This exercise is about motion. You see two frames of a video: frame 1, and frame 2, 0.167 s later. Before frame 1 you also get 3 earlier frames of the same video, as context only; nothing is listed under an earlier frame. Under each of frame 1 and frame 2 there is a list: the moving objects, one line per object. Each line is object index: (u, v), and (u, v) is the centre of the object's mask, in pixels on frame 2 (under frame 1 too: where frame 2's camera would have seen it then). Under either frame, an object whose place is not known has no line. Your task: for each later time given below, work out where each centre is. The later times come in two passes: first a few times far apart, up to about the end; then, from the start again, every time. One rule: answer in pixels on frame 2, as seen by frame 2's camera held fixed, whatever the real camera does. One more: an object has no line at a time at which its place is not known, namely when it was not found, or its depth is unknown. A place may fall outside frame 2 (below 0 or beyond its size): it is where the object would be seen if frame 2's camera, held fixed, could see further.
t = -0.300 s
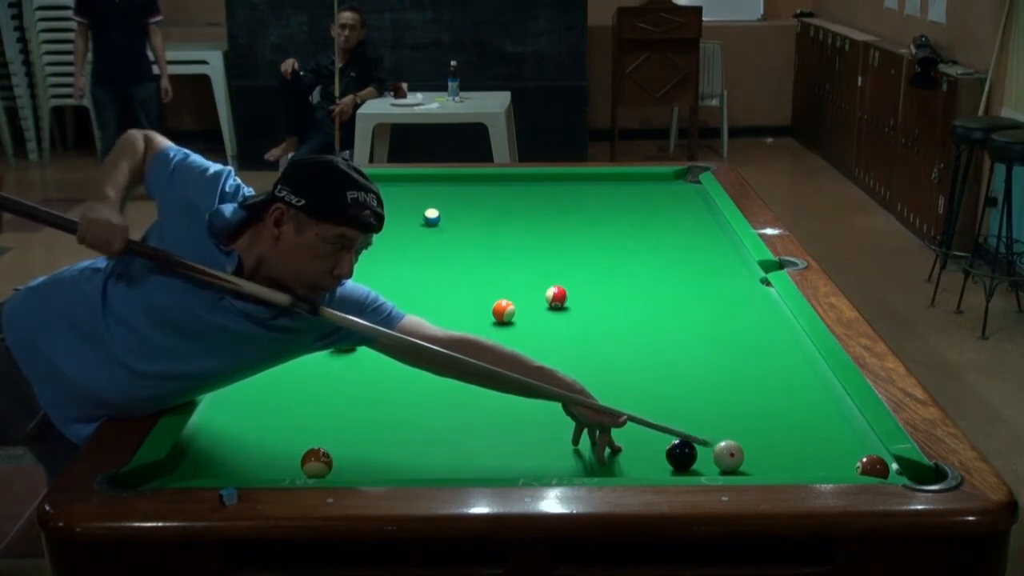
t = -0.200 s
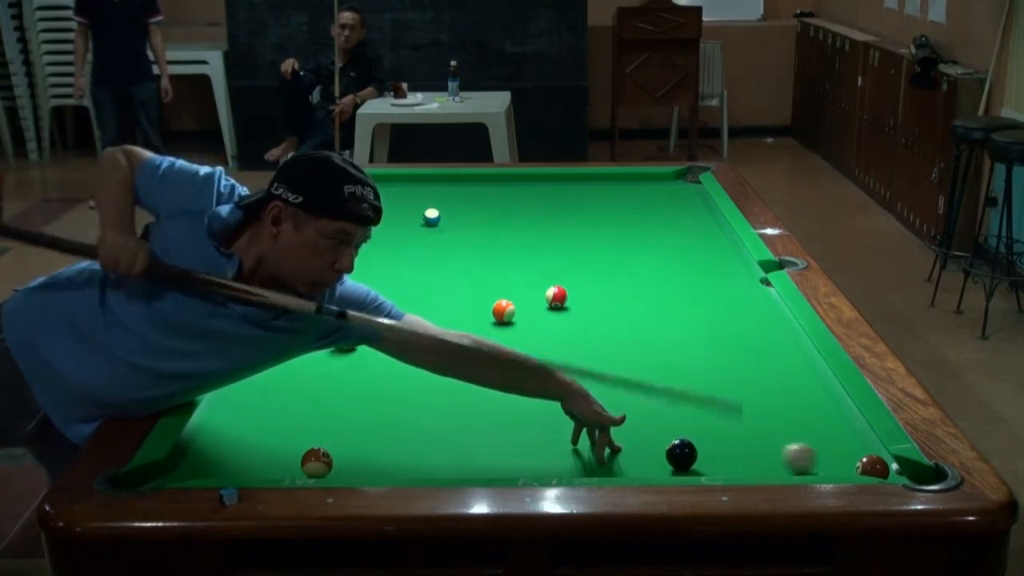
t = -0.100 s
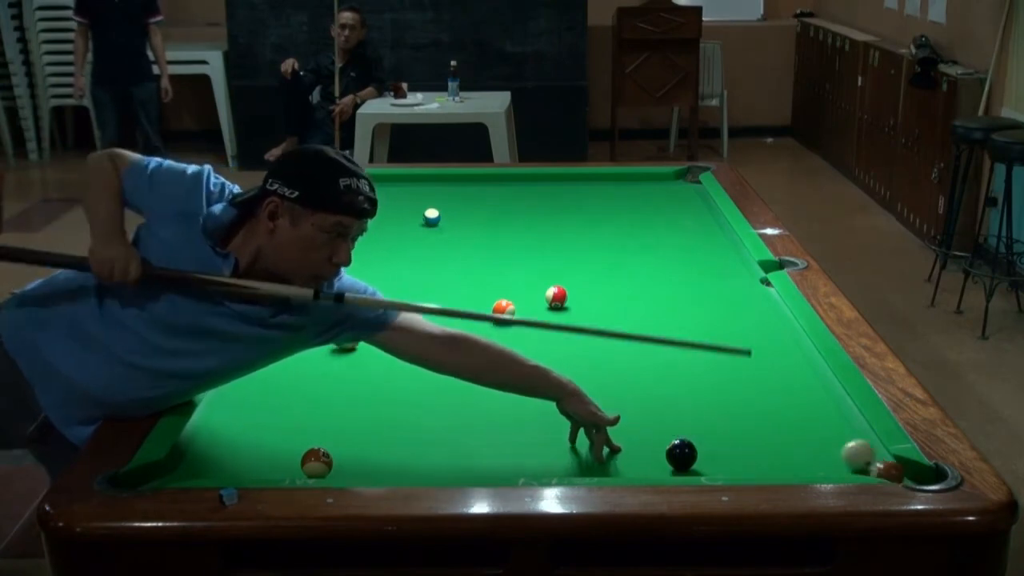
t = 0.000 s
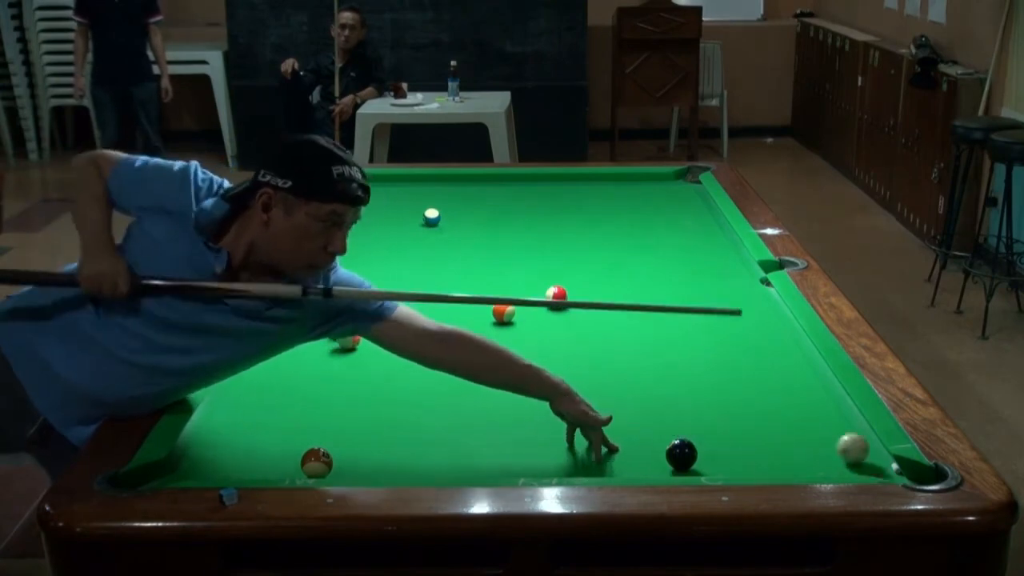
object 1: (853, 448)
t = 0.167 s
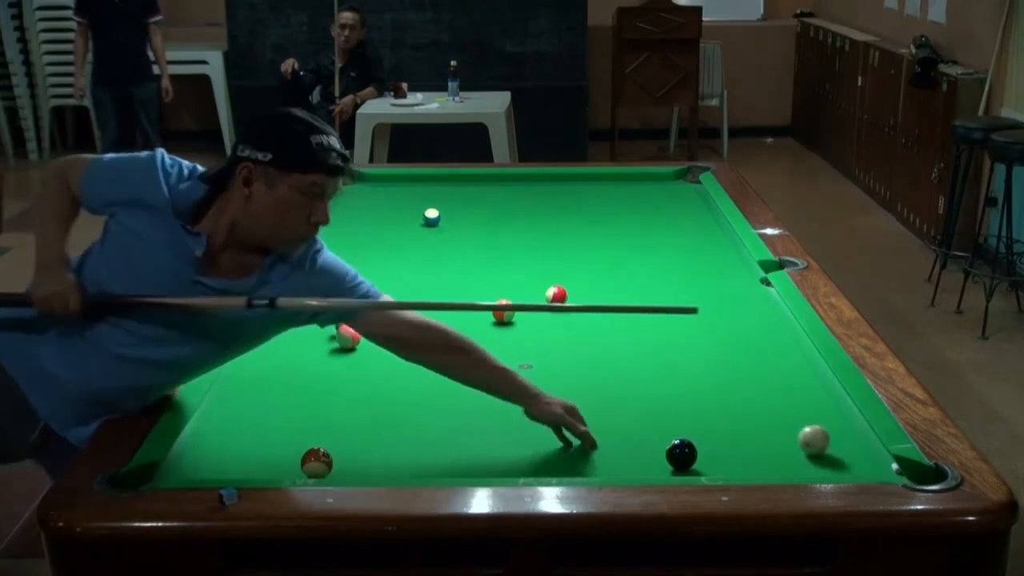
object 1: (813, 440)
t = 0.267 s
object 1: (791, 436)
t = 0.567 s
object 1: (730, 423)
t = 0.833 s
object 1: (680, 412)
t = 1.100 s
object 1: (635, 403)
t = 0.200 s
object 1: (806, 439)
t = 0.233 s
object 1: (799, 437)
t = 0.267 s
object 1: (791, 436)
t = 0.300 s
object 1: (784, 434)
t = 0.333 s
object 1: (777, 433)
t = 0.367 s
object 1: (770, 431)
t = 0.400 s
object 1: (763, 430)
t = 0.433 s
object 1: (756, 428)
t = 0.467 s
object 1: (750, 427)
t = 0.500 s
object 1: (743, 426)
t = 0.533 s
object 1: (736, 425)
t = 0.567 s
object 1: (730, 423)
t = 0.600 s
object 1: (724, 422)
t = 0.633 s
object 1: (717, 420)
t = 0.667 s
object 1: (710, 419)
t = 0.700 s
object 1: (704, 418)
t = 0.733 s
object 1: (698, 416)
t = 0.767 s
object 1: (692, 415)
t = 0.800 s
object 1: (686, 414)
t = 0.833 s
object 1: (680, 412)
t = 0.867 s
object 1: (675, 412)
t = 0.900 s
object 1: (669, 411)
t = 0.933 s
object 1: (663, 409)
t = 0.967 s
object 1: (657, 408)
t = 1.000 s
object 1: (651, 407)
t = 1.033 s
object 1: (646, 406)
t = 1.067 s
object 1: (641, 405)
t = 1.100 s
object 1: (635, 403)
